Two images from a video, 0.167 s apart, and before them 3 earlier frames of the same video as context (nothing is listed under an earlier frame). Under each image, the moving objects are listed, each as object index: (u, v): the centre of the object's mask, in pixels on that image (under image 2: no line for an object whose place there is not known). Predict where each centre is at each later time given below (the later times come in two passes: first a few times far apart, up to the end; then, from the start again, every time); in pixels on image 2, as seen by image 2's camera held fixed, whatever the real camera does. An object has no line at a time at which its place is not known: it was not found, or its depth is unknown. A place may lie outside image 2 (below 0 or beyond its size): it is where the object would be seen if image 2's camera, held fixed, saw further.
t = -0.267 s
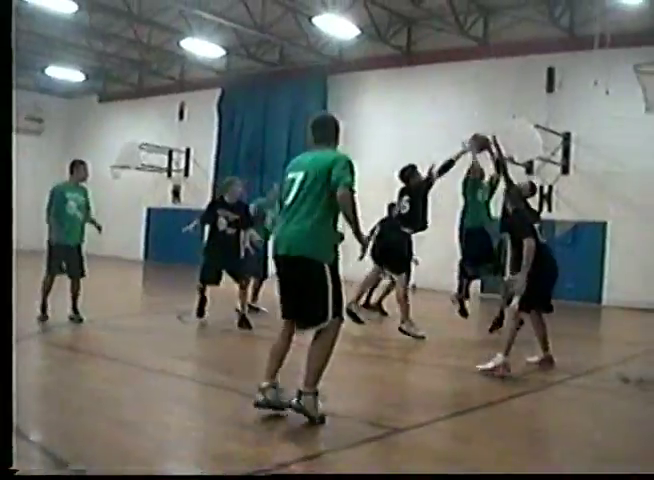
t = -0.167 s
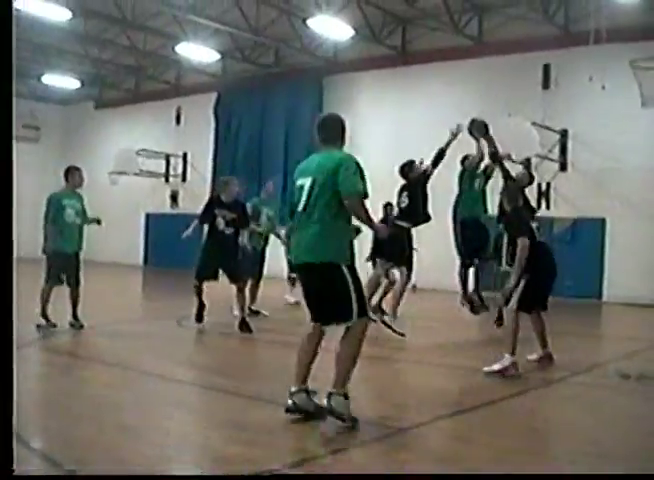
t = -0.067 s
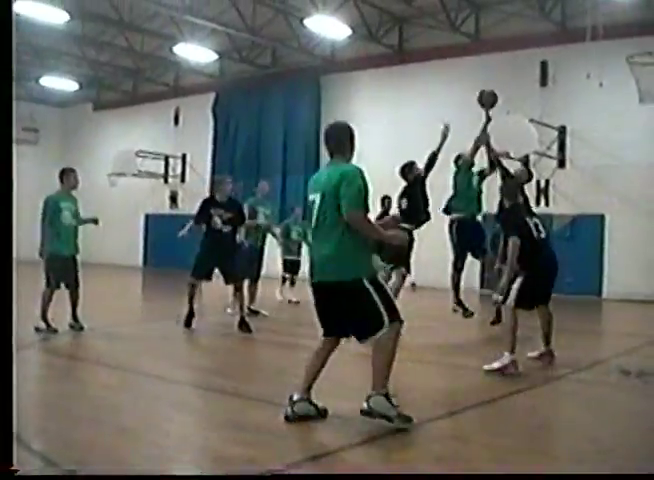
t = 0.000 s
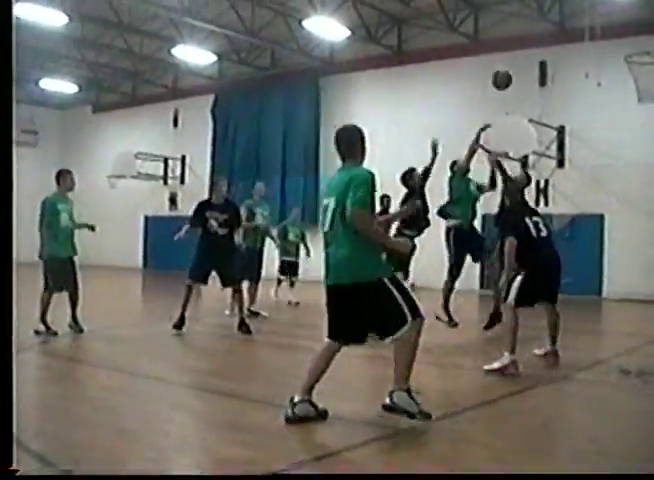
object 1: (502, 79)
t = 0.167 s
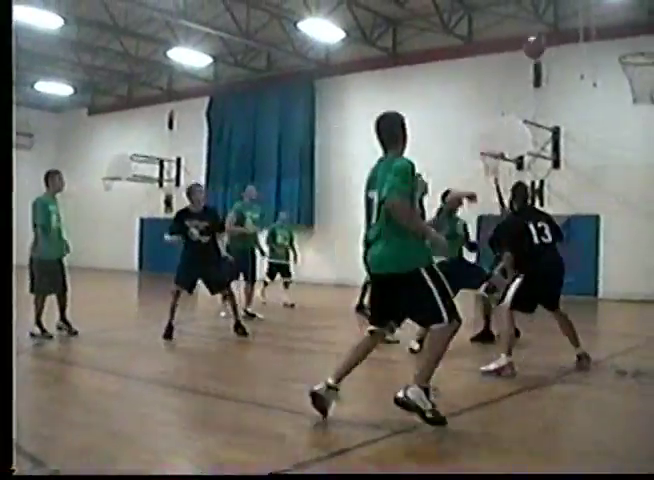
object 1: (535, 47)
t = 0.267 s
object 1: (556, 39)
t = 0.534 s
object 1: (618, 54)
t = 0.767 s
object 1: (594, 49)
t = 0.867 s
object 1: (583, 63)
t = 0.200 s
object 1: (542, 44)
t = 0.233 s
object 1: (549, 41)
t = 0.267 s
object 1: (556, 39)
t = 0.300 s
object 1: (566, 38)
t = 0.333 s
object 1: (573, 38)
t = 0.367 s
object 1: (582, 39)
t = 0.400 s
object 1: (590, 41)
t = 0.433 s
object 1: (599, 43)
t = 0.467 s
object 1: (607, 47)
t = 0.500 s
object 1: (616, 52)
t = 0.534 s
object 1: (618, 54)
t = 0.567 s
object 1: (614, 50)
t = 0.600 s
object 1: (611, 47)
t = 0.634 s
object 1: (607, 46)
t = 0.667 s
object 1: (604, 45)
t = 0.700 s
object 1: (601, 45)
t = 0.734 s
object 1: (597, 47)
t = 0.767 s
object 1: (594, 49)
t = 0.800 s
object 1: (590, 53)
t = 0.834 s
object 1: (586, 58)
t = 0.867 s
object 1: (583, 63)
